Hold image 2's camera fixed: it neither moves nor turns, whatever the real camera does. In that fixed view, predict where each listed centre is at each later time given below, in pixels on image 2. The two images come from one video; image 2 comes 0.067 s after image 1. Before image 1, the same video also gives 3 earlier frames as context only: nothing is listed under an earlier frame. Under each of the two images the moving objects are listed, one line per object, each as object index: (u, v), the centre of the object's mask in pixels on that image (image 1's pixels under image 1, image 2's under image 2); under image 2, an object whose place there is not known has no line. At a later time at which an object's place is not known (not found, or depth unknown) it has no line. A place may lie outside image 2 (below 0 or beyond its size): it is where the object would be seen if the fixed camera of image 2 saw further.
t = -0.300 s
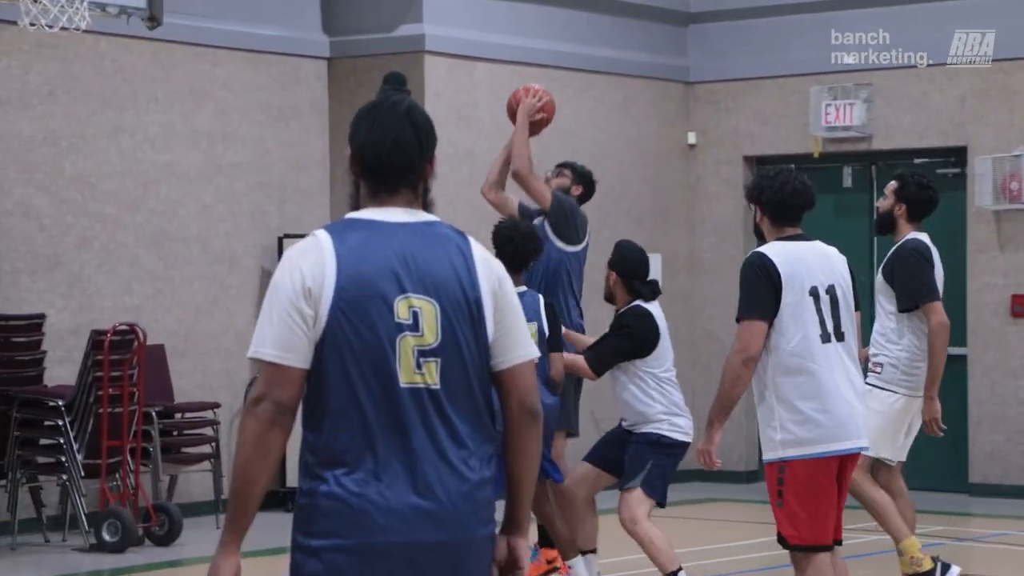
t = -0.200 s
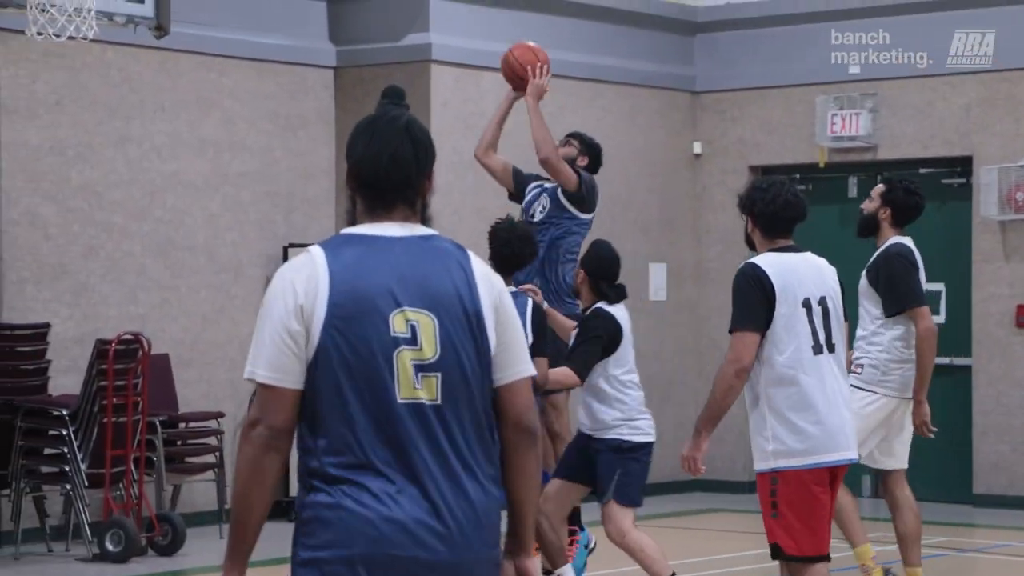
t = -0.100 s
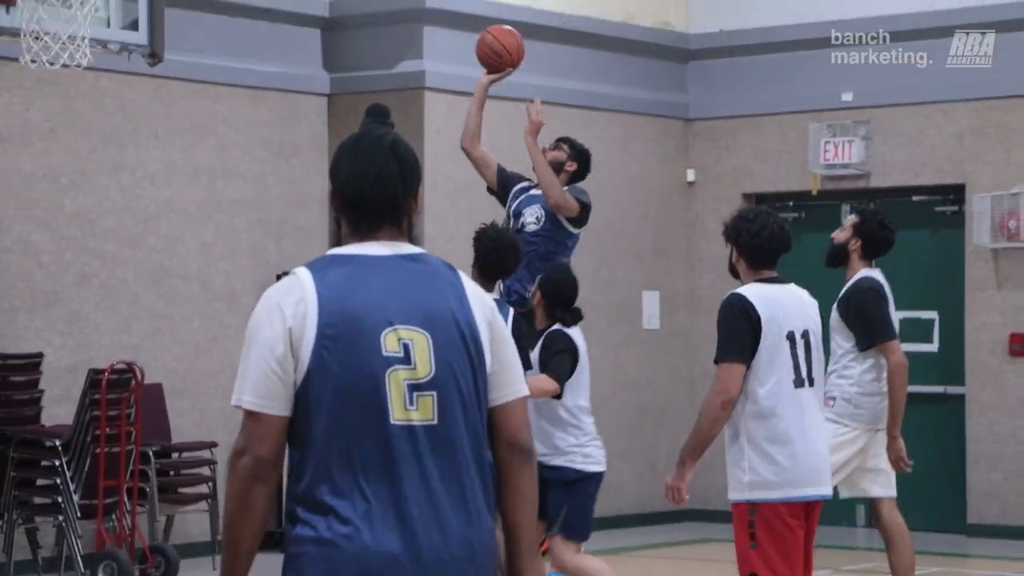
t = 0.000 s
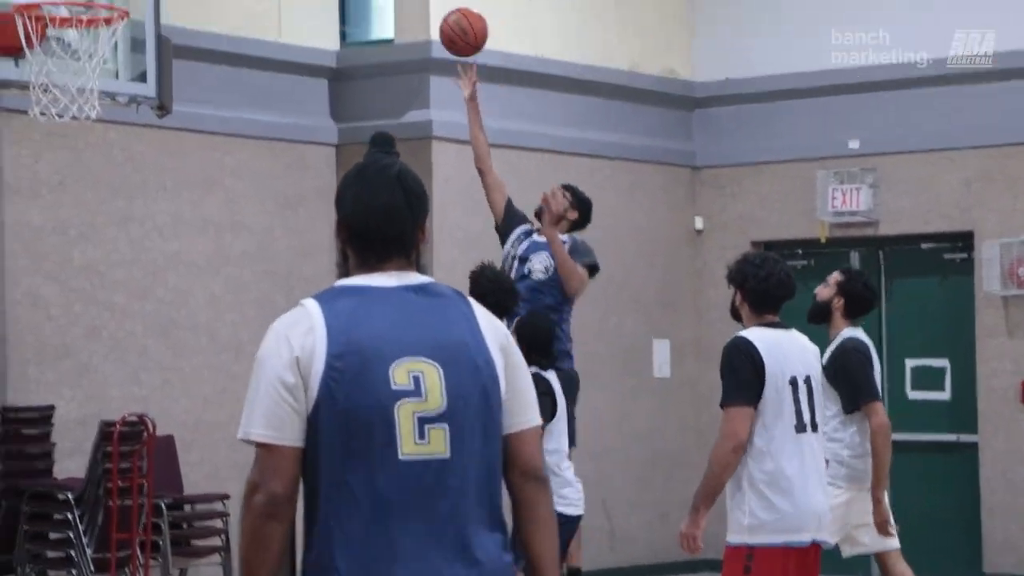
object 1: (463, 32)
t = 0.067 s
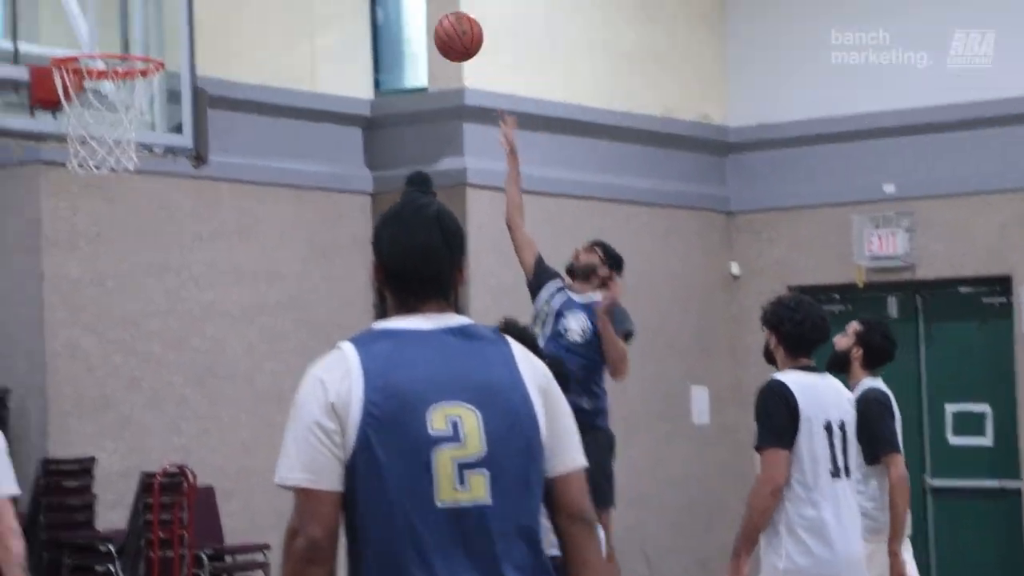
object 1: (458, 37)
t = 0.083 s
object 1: (448, 28)
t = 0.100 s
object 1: (439, 19)
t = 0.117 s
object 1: (429, 10)
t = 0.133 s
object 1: (419, 2)
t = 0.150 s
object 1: (410, -5)
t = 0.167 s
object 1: (400, -12)
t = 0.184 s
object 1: (390, -17)
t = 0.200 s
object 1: (381, -22)
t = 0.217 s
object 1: (371, -27)
